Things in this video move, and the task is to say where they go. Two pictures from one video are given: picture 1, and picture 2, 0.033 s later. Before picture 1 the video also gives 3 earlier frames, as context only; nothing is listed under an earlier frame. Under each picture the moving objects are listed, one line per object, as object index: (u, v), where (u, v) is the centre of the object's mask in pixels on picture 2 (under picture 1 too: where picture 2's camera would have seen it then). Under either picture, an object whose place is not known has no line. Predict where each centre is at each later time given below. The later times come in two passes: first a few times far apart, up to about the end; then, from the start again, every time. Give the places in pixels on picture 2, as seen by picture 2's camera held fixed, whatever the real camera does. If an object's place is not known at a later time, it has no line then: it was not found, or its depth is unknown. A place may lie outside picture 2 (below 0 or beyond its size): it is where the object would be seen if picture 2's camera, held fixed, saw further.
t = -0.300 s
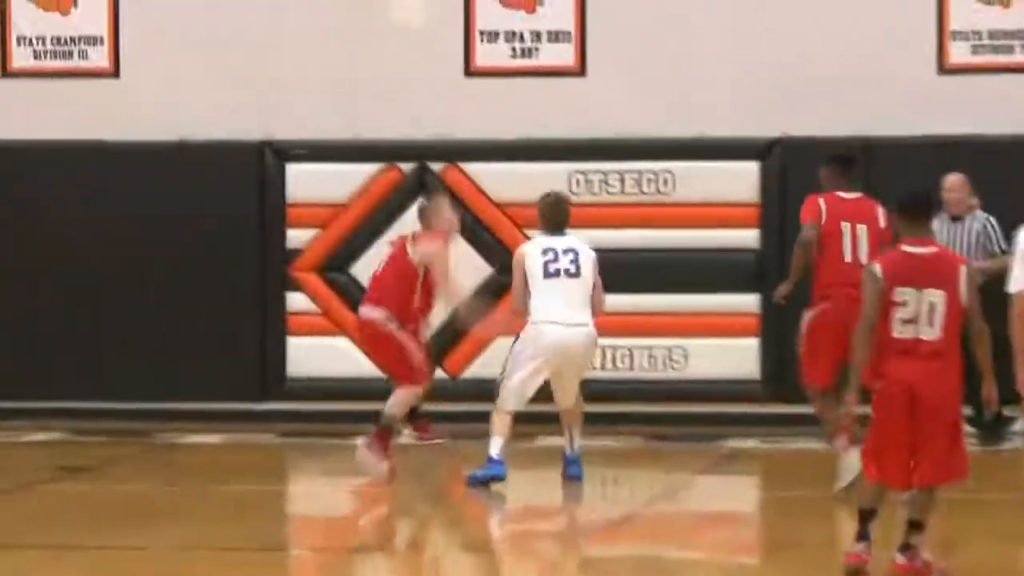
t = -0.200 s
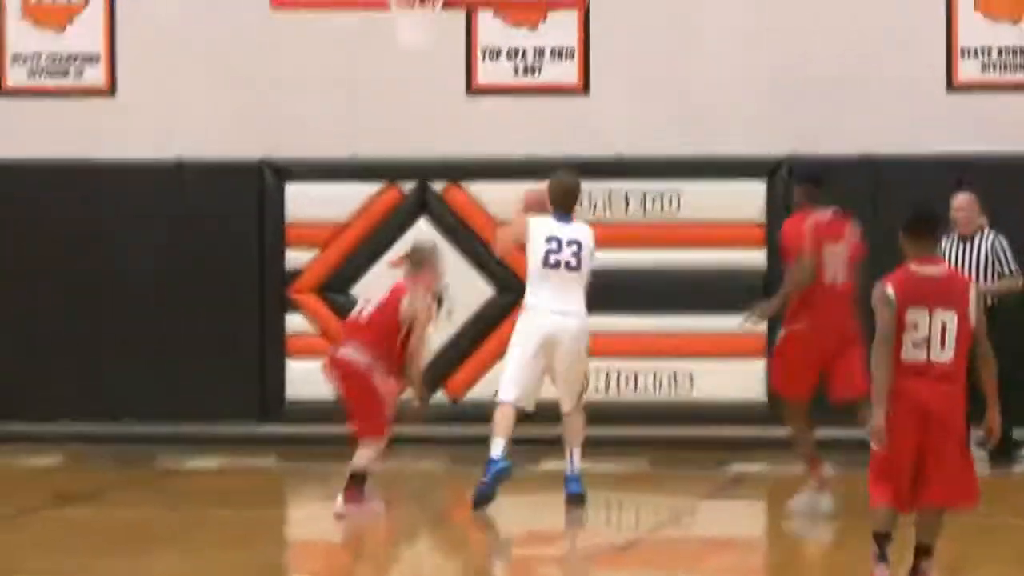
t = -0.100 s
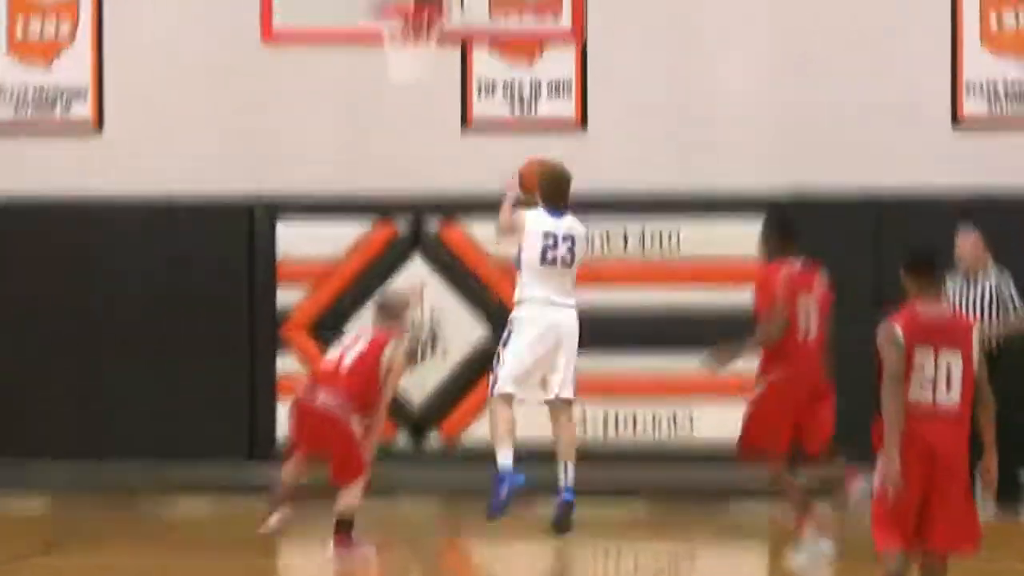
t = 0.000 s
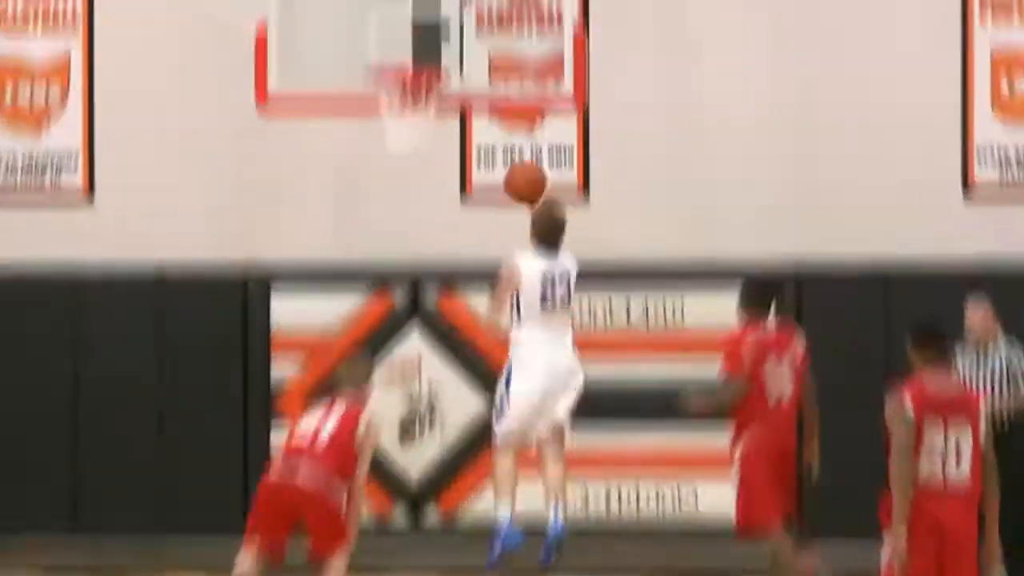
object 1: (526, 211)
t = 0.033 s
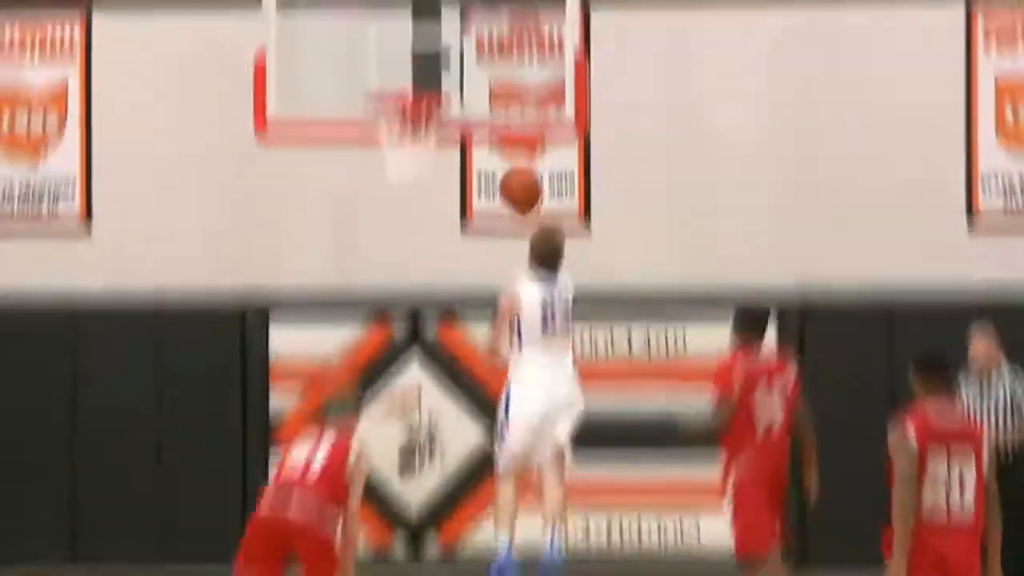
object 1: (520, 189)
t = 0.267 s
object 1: (475, 67)
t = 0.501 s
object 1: (437, 45)
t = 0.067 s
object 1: (515, 164)
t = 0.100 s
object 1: (506, 145)
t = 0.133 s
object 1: (500, 123)
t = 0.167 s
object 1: (495, 107)
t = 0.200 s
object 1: (487, 91)
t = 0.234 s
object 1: (481, 78)
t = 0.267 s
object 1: (475, 67)
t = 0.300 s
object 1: (469, 59)
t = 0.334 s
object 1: (464, 51)
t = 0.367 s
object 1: (458, 47)
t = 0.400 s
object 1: (453, 43)
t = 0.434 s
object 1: (448, 42)
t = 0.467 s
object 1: (443, 43)
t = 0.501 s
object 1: (437, 45)
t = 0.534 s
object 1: (432, 50)
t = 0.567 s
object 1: (427, 56)
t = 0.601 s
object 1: (422, 64)
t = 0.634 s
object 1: (417, 76)
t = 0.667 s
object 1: (412, 83)
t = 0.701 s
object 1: (407, 100)
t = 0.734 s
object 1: (402, 119)
